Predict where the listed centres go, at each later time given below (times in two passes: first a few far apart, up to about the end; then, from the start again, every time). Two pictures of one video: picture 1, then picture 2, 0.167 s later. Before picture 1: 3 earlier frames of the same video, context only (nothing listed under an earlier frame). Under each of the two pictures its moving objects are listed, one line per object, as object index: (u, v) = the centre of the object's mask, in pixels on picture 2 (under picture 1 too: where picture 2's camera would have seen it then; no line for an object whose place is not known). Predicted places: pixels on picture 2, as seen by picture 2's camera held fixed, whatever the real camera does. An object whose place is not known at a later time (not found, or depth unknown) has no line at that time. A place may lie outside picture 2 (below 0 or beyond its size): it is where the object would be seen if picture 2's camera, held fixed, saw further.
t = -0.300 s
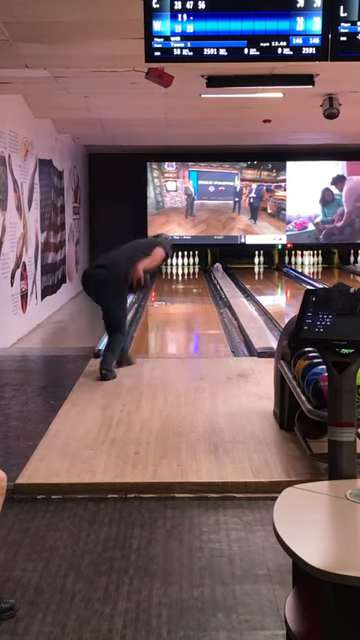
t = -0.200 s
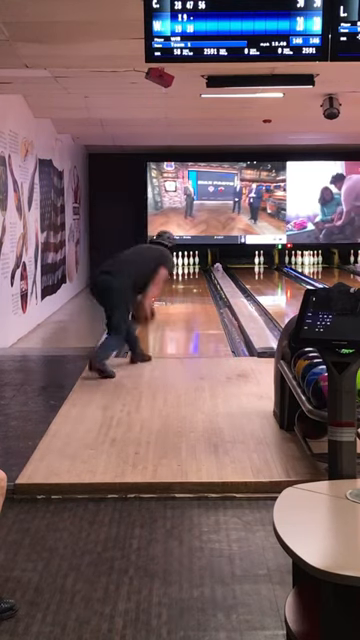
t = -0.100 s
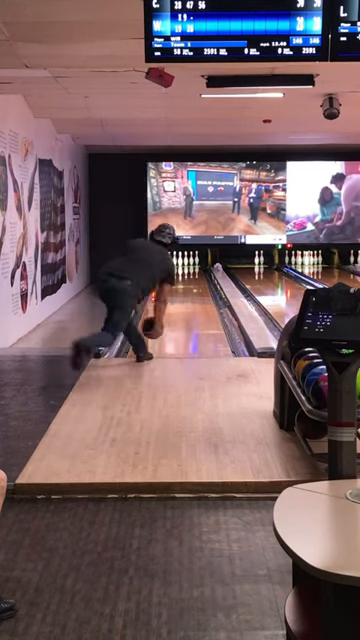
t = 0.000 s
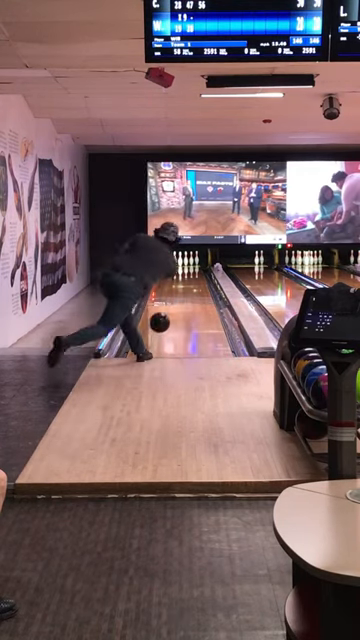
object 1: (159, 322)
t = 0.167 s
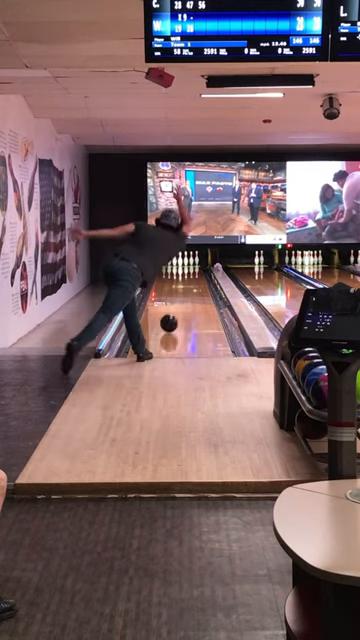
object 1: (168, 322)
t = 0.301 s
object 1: (174, 314)
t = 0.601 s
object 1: (184, 298)
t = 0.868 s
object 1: (189, 288)
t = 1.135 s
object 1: (193, 280)
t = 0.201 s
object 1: (170, 320)
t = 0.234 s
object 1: (171, 318)
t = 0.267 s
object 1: (173, 316)
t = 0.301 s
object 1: (174, 314)
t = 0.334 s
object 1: (175, 312)
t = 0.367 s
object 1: (177, 310)
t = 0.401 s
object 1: (178, 308)
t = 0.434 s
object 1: (179, 306)
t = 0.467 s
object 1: (180, 304)
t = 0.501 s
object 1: (181, 302)
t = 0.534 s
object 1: (182, 301)
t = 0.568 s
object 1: (183, 299)
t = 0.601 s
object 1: (184, 298)
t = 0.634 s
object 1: (185, 297)
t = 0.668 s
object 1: (185, 295)
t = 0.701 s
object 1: (186, 294)
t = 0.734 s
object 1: (187, 293)
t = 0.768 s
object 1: (188, 292)
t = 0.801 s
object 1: (188, 290)
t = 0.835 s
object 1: (189, 289)
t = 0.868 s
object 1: (189, 288)
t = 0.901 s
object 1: (190, 287)
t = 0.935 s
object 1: (191, 286)
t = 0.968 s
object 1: (191, 285)
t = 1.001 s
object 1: (192, 284)
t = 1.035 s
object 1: (192, 283)
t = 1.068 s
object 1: (193, 282)
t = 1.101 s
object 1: (193, 281)
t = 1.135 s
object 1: (193, 280)
